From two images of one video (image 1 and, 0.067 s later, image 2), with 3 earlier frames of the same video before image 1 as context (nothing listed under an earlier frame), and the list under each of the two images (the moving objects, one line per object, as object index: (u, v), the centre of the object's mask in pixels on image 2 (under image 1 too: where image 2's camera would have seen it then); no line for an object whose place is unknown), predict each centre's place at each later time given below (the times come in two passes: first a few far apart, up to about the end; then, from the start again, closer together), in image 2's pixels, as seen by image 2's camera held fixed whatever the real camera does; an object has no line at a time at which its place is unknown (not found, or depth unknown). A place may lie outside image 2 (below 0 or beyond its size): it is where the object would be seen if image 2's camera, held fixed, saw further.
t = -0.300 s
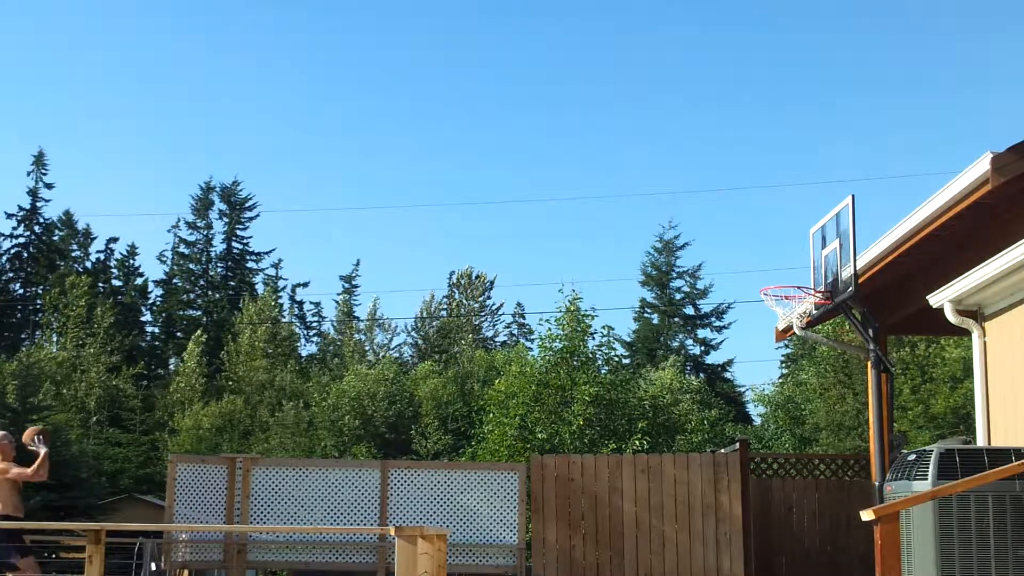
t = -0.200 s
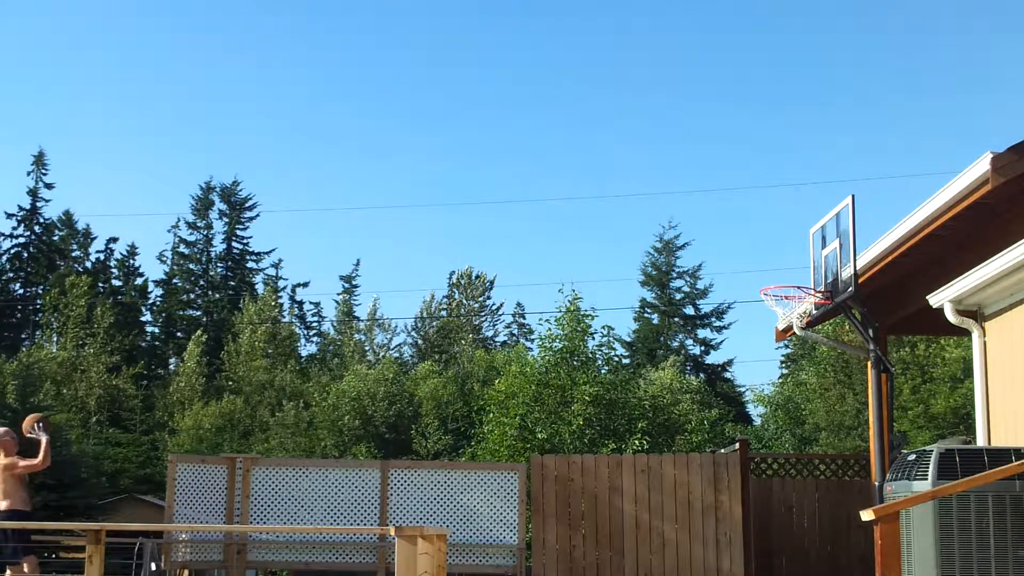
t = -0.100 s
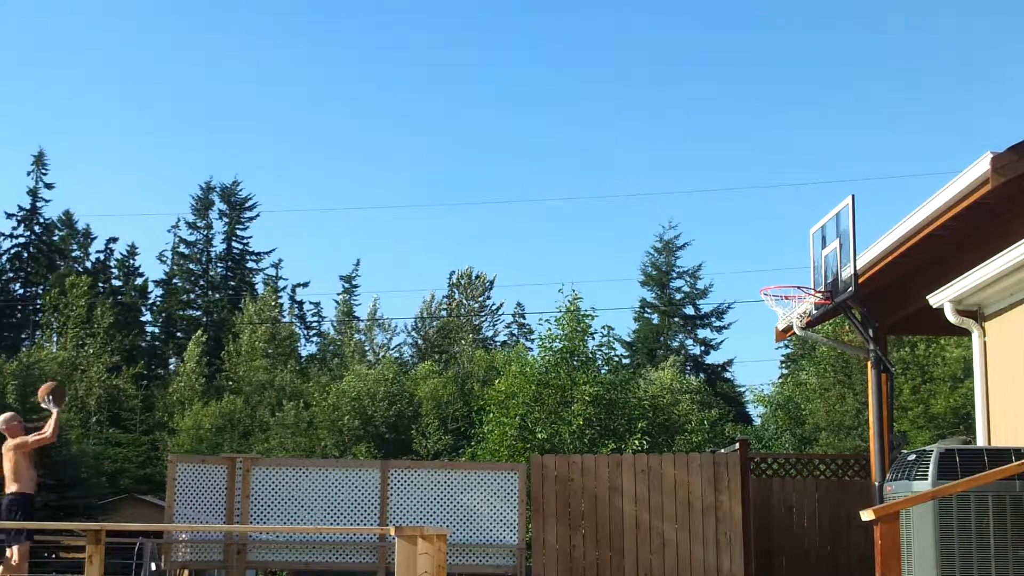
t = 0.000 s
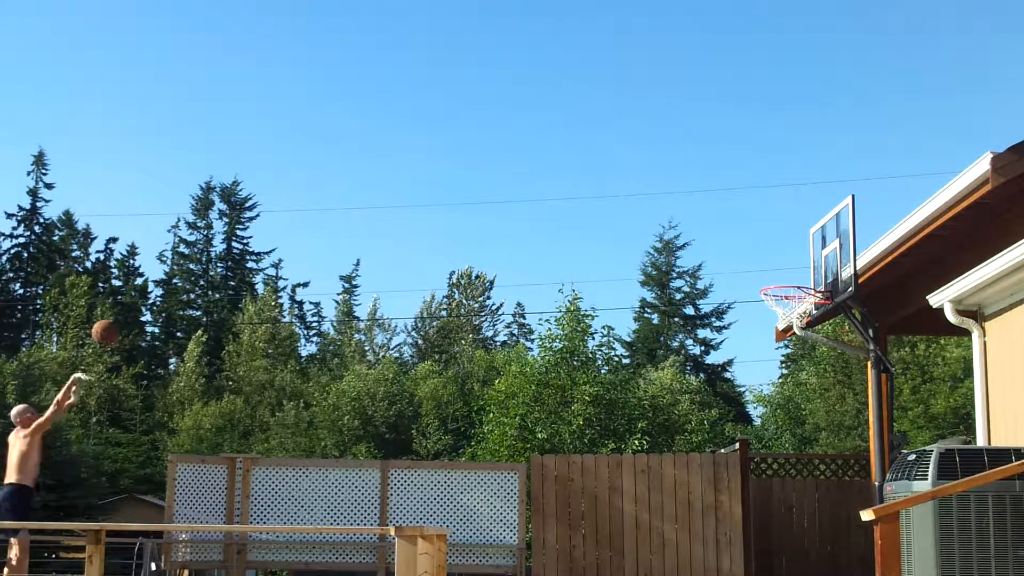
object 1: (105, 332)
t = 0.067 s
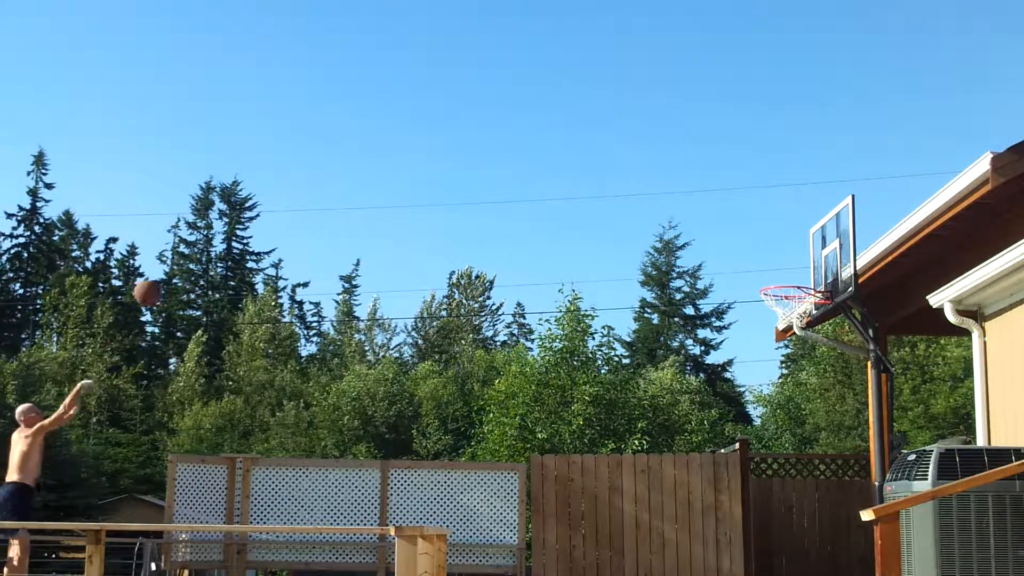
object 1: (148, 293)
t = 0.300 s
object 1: (291, 190)
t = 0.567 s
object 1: (449, 142)
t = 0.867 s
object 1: (627, 177)
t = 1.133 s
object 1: (790, 293)
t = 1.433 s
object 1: (794, 318)
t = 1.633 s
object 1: (784, 372)
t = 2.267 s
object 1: (728, 514)
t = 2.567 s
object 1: (677, 440)
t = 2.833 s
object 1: (630, 453)
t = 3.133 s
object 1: (580, 564)
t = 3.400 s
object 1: (547, 560)
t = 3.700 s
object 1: (514, 506)
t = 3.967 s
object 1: (484, 537)
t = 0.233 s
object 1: (250, 213)
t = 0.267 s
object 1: (271, 201)
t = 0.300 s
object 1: (291, 190)
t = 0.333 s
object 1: (311, 180)
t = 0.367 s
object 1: (331, 171)
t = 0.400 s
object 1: (350, 163)
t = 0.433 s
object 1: (370, 157)
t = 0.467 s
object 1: (390, 151)
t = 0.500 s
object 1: (410, 147)
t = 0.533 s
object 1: (430, 144)
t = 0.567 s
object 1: (449, 142)
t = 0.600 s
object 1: (468, 141)
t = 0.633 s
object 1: (488, 142)
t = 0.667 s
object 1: (508, 143)
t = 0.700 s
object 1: (528, 146)
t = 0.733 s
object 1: (547, 150)
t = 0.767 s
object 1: (567, 154)
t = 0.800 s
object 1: (587, 161)
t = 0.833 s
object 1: (607, 168)
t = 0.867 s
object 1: (627, 177)
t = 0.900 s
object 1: (647, 187)
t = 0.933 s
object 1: (667, 197)
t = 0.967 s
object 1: (687, 210)
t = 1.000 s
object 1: (707, 223)
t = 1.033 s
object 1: (727, 239)
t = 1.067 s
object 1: (748, 256)
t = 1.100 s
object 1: (768, 273)
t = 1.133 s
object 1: (790, 293)
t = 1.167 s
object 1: (807, 311)
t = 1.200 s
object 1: (811, 313)
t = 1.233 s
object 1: (810, 308)
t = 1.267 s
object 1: (807, 307)
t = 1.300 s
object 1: (804, 305)
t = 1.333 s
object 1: (800, 306)
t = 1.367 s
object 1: (798, 308)
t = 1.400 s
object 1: (797, 313)
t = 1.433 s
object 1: (794, 318)
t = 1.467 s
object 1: (793, 325)
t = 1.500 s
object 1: (789, 331)
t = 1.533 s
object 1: (788, 338)
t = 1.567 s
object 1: (787, 349)
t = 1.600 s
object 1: (785, 361)
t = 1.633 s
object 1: (784, 372)
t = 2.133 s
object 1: (750, 572)
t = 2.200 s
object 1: (738, 544)
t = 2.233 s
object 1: (732, 528)
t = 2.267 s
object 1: (728, 514)
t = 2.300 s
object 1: (721, 500)
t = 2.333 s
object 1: (716, 488)
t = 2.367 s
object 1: (710, 477)
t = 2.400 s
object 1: (702, 467)
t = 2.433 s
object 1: (699, 460)
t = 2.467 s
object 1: (693, 452)
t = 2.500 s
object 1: (688, 447)
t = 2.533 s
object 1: (682, 442)
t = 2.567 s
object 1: (677, 440)
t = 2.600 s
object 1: (670, 437)
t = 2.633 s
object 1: (665, 436)
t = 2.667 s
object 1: (659, 436)
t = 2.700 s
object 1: (654, 437)
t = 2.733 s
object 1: (648, 440)
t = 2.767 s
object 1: (641, 443)
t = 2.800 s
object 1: (636, 448)
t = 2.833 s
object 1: (630, 453)
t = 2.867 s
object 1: (625, 461)
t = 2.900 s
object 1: (619, 470)
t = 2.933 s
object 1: (615, 480)
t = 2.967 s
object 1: (609, 491)
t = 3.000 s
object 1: (601, 502)
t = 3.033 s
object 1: (596, 516)
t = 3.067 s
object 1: (591, 531)
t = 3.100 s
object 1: (585, 548)
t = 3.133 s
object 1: (580, 564)
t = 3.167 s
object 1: (577, 574)
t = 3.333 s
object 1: (554, 574)
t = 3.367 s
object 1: (548, 568)
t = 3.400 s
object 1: (547, 560)
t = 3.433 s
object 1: (543, 548)
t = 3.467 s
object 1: (540, 538)
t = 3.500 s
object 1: (535, 530)
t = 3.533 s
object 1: (533, 524)
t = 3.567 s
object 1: (529, 517)
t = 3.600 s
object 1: (525, 512)
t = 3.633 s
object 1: (522, 509)
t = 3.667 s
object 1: (517, 507)
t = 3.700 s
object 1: (514, 506)
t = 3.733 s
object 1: (509, 506)
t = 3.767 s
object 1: (507, 506)
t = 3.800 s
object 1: (503, 508)
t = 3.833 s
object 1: (499, 511)
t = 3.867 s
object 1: (495, 516)
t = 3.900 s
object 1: (491, 522)
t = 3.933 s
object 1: (488, 529)
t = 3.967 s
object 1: (484, 537)
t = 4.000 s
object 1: (480, 547)
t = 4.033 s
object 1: (476, 557)
